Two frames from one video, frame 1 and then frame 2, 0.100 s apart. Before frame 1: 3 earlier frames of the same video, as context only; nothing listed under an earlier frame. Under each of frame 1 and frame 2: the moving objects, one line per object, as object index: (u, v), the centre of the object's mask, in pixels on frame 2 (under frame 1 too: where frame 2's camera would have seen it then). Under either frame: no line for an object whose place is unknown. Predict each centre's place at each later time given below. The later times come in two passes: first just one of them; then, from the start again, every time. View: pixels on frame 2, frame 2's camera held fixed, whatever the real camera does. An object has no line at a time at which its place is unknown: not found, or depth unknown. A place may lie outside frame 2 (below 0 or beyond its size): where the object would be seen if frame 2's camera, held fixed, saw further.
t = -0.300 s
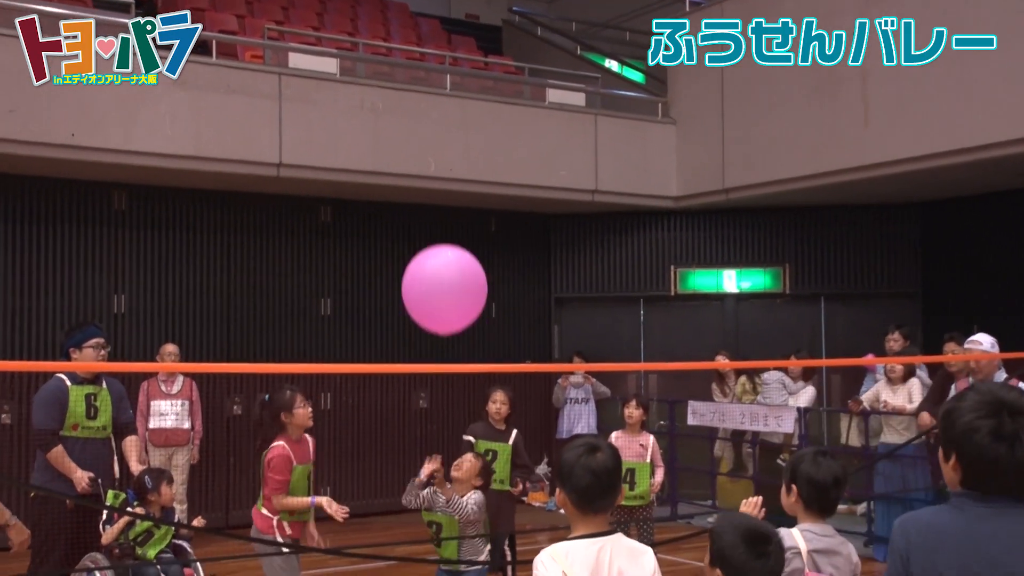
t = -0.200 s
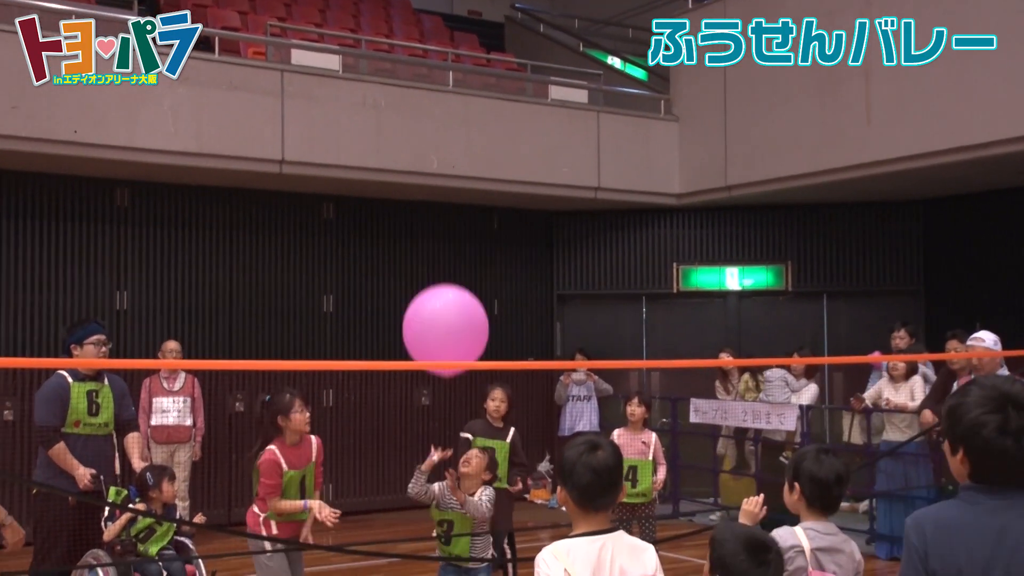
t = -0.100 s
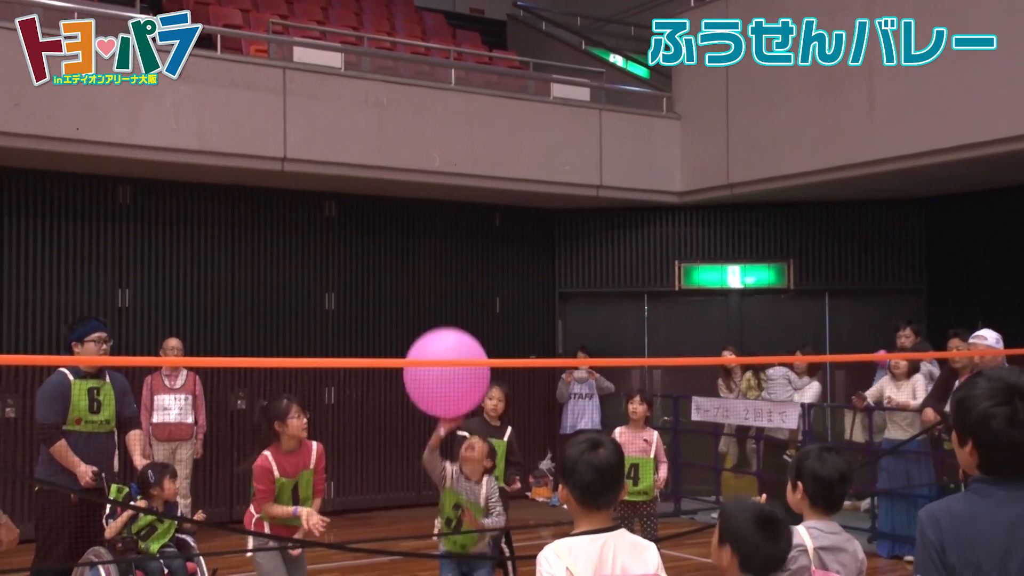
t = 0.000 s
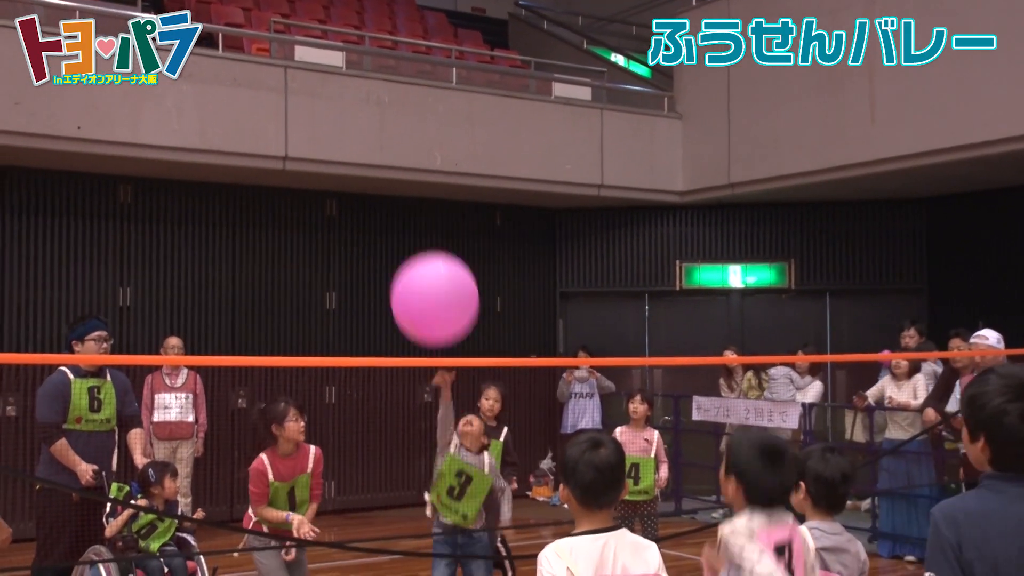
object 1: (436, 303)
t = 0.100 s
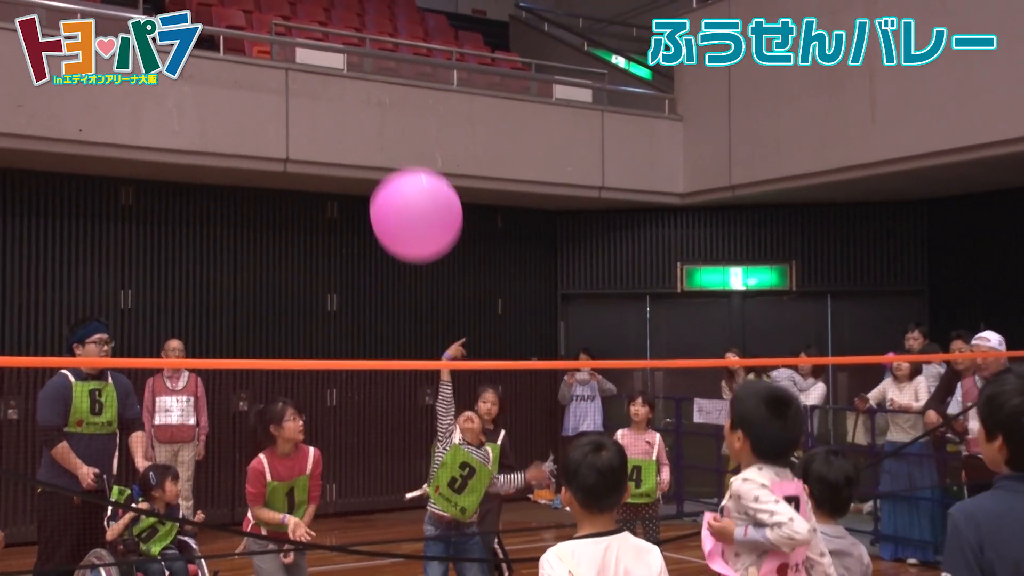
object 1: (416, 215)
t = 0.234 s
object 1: (392, 105)
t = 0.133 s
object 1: (410, 187)
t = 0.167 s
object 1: (403, 160)
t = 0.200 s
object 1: (397, 132)
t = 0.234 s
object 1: (392, 105)
